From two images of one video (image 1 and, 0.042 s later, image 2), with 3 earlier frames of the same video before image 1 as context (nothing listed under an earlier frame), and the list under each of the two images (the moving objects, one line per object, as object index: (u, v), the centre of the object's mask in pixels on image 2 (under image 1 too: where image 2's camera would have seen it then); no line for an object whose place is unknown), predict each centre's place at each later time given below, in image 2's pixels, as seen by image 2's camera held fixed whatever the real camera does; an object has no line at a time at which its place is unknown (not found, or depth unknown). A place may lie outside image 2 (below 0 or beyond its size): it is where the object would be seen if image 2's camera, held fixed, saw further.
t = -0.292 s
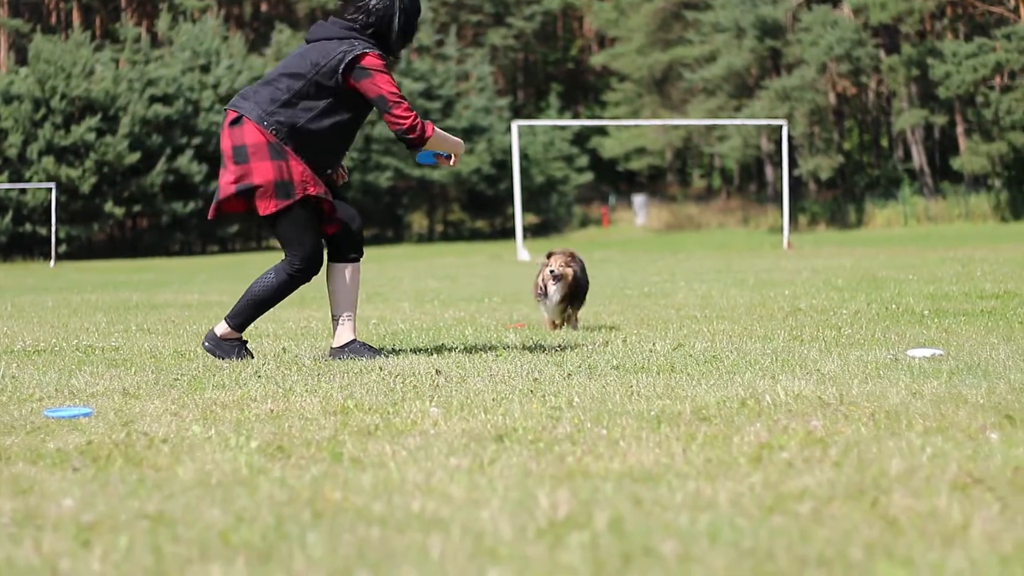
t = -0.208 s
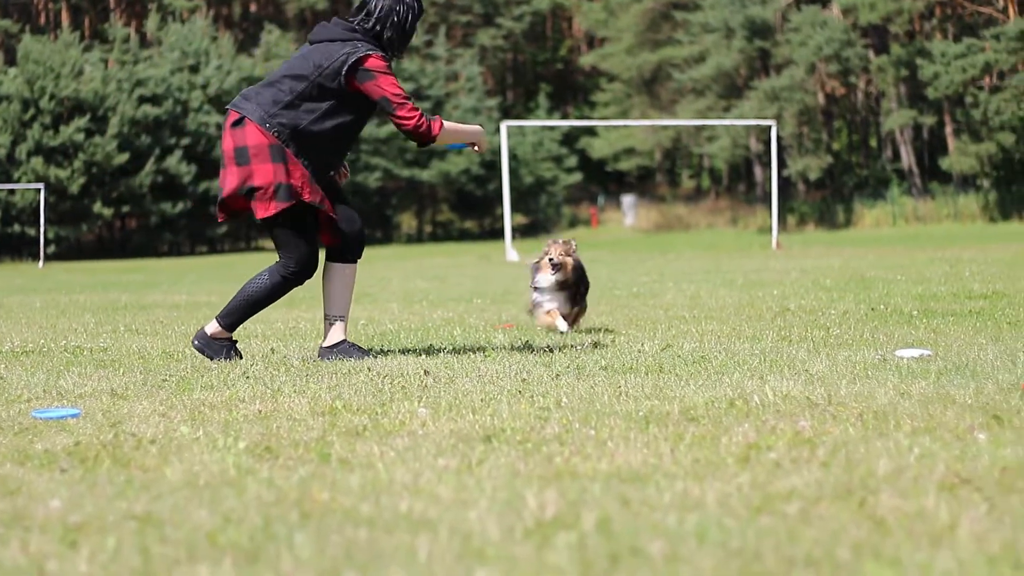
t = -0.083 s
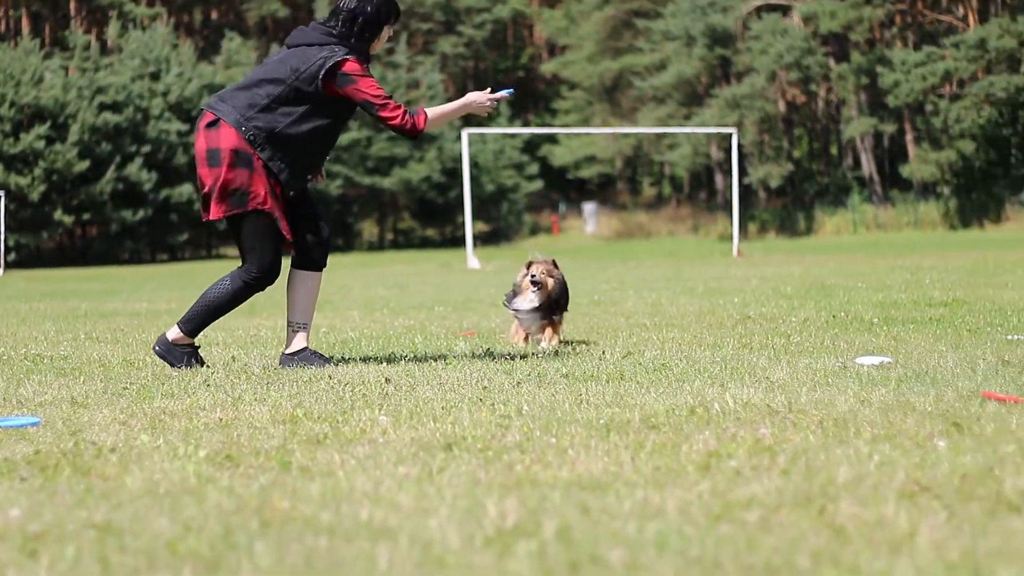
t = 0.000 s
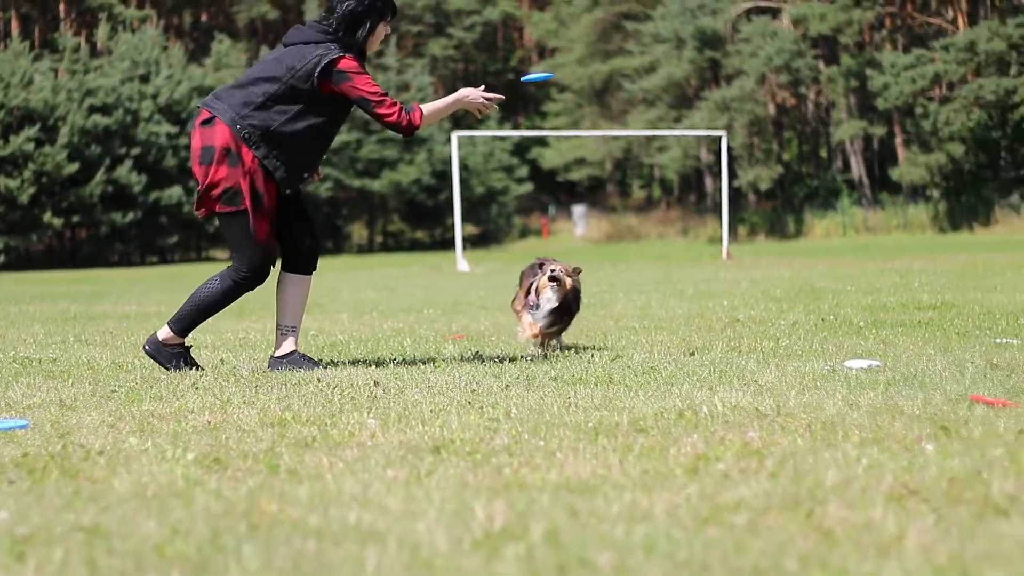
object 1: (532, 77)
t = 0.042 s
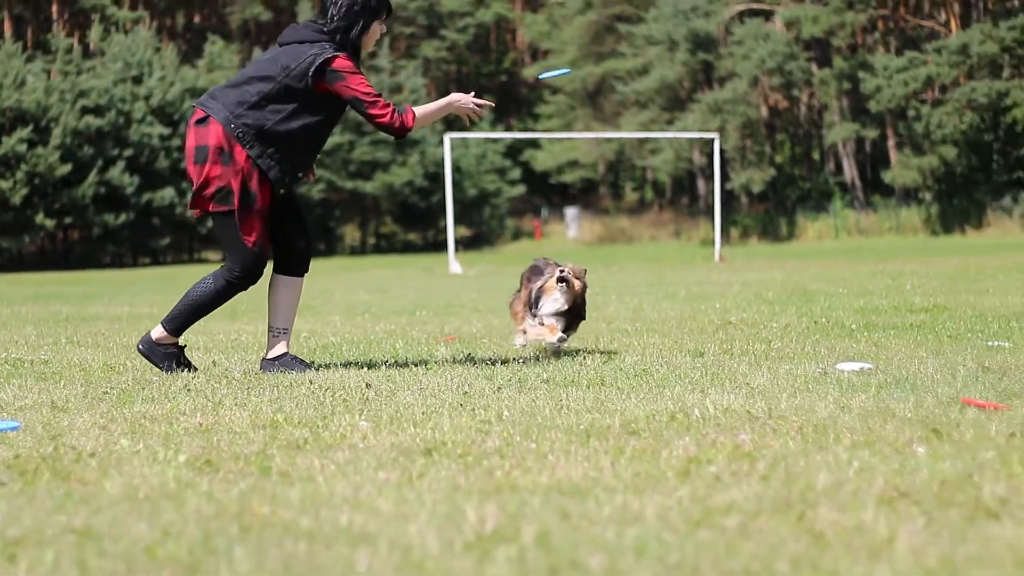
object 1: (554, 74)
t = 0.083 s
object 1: (577, 70)
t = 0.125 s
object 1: (598, 67)
